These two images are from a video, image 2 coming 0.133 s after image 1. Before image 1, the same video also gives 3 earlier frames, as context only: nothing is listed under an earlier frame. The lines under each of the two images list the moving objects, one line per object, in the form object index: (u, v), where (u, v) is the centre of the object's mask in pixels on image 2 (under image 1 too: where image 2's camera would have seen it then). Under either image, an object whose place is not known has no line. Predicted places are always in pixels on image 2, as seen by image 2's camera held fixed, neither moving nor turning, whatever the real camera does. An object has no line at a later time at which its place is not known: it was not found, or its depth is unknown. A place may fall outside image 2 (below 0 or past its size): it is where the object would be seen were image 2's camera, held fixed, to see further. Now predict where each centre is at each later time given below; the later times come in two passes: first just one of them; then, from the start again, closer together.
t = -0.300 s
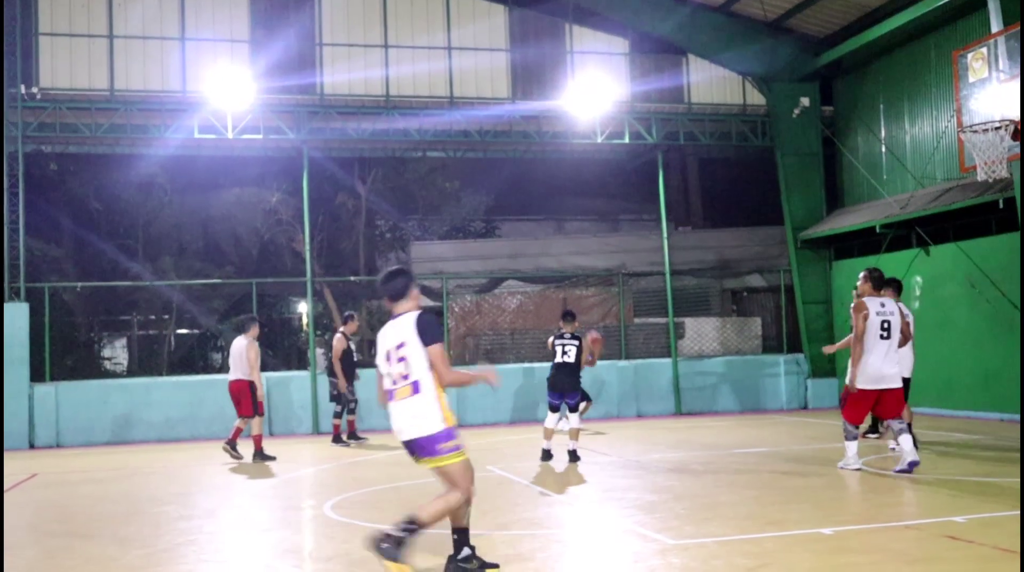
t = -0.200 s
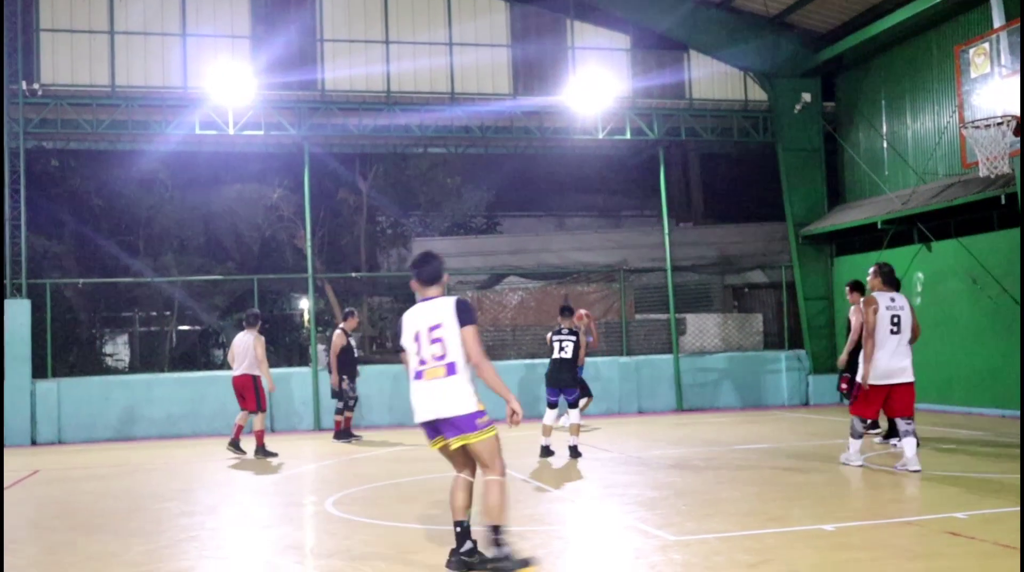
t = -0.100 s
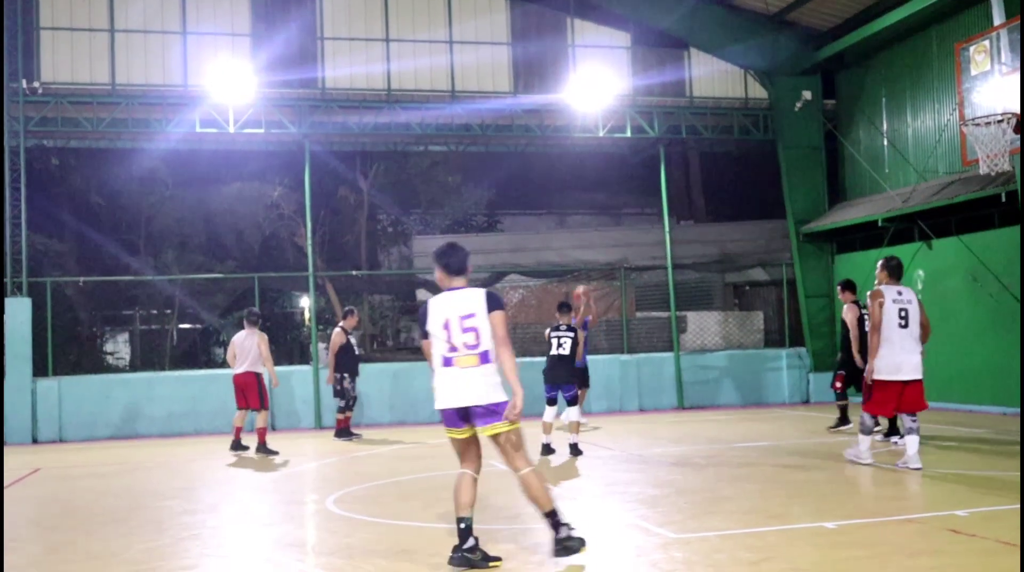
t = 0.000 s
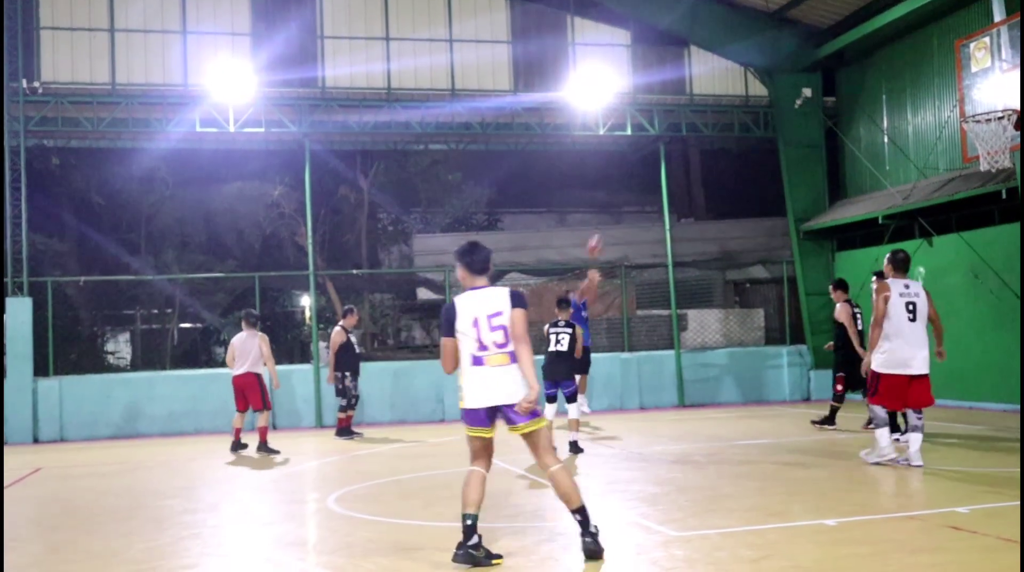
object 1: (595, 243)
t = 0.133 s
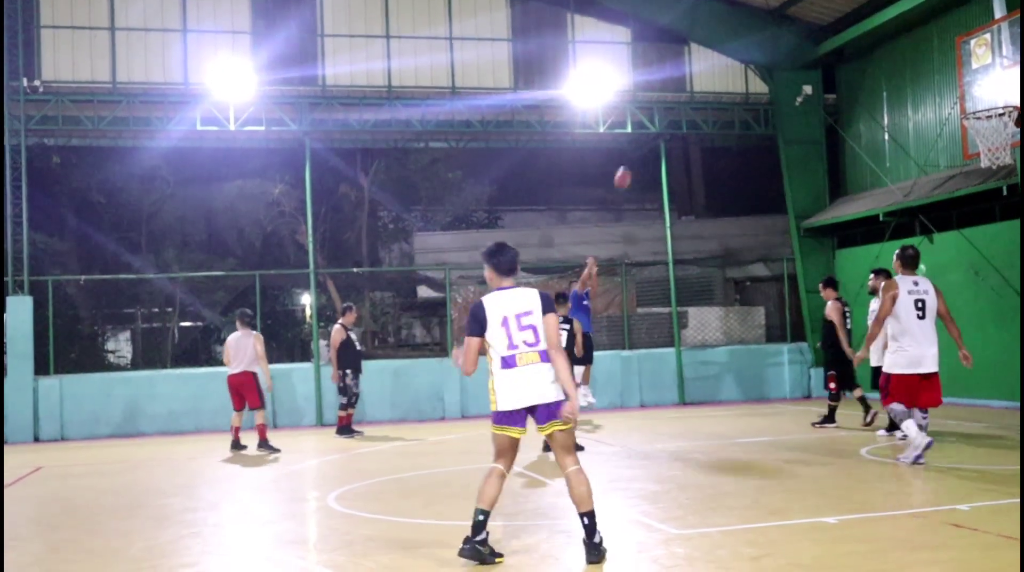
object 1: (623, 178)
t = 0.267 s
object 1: (654, 121)
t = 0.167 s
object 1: (630, 162)
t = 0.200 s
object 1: (638, 148)
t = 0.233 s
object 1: (646, 134)
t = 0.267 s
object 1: (654, 121)
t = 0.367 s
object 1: (679, 82)
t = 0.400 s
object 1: (688, 72)
